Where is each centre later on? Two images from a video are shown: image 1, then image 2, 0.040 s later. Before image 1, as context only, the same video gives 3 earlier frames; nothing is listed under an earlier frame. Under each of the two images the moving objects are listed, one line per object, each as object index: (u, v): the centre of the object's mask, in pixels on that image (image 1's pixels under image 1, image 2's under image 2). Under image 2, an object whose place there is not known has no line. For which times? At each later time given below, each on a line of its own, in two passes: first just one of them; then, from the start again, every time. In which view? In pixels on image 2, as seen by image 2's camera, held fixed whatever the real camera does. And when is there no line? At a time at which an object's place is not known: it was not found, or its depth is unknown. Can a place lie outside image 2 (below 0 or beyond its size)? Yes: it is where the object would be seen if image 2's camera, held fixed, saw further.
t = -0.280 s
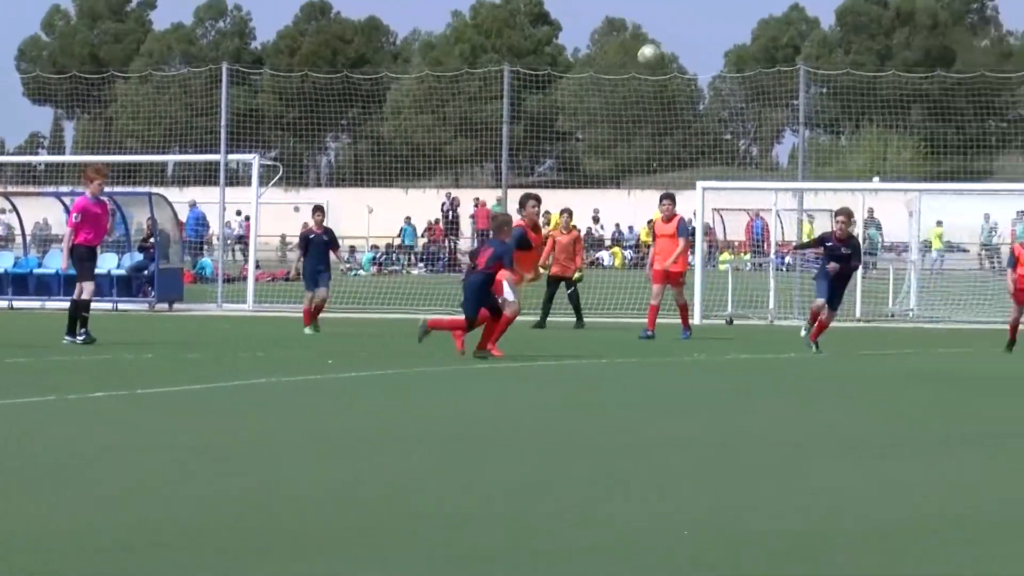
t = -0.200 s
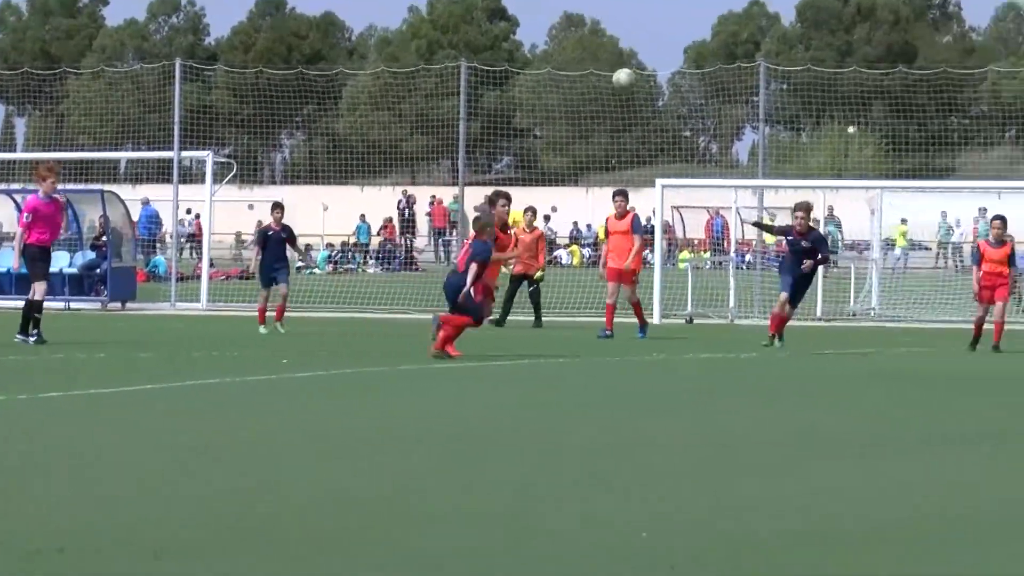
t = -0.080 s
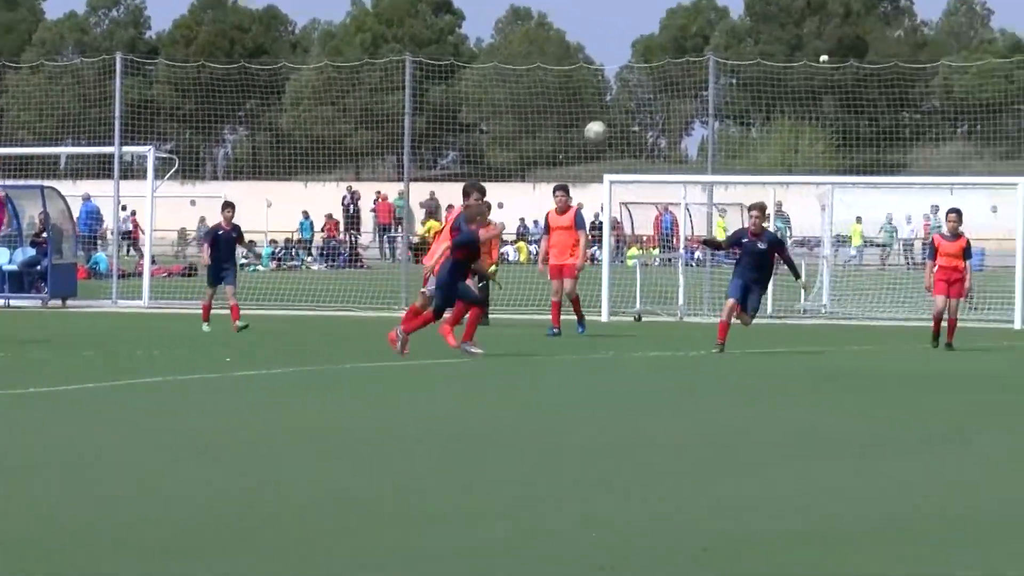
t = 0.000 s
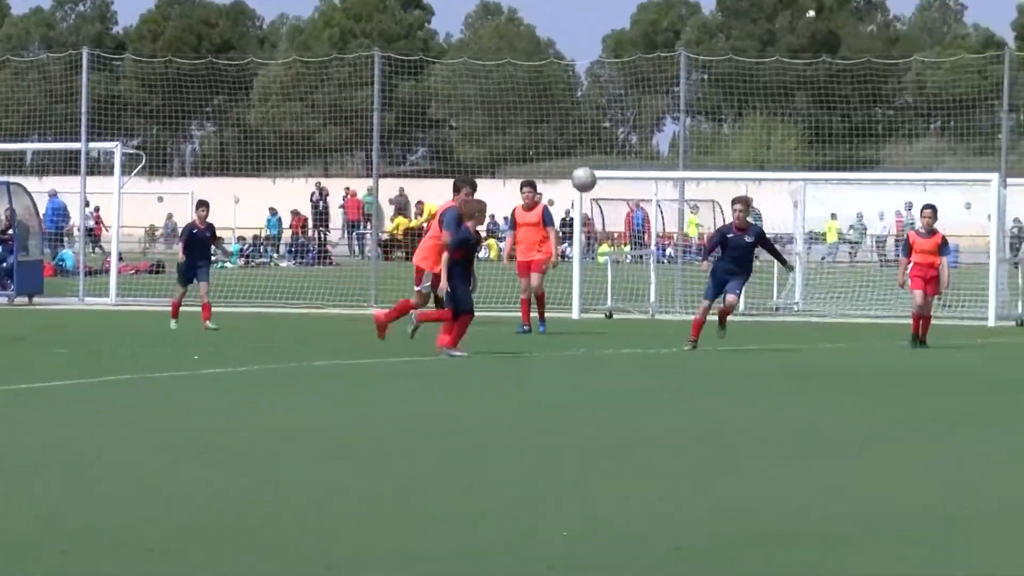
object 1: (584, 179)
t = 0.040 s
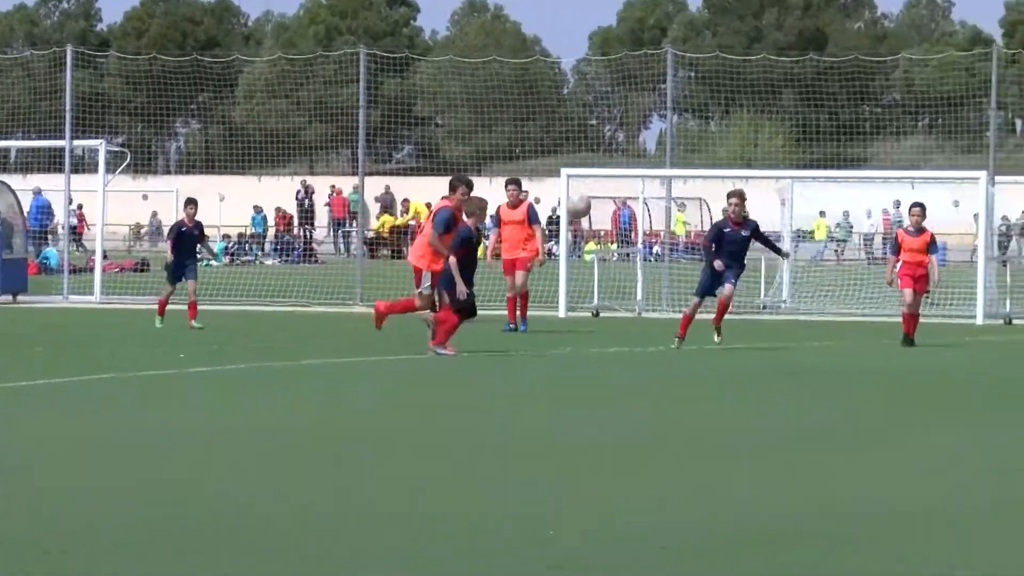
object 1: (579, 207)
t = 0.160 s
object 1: (603, 304)
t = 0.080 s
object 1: (588, 236)
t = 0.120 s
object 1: (595, 269)
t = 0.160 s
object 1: (603, 304)
